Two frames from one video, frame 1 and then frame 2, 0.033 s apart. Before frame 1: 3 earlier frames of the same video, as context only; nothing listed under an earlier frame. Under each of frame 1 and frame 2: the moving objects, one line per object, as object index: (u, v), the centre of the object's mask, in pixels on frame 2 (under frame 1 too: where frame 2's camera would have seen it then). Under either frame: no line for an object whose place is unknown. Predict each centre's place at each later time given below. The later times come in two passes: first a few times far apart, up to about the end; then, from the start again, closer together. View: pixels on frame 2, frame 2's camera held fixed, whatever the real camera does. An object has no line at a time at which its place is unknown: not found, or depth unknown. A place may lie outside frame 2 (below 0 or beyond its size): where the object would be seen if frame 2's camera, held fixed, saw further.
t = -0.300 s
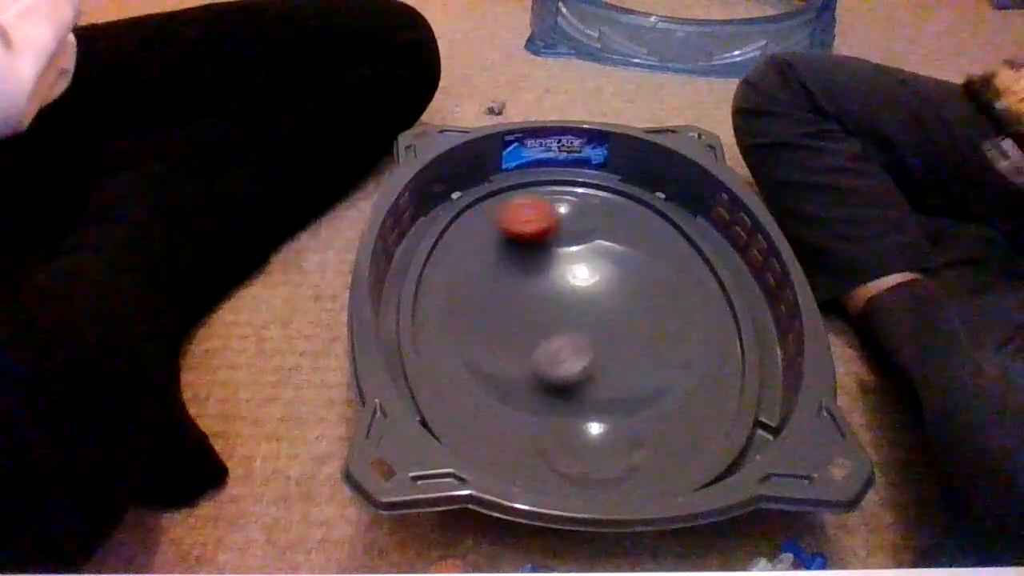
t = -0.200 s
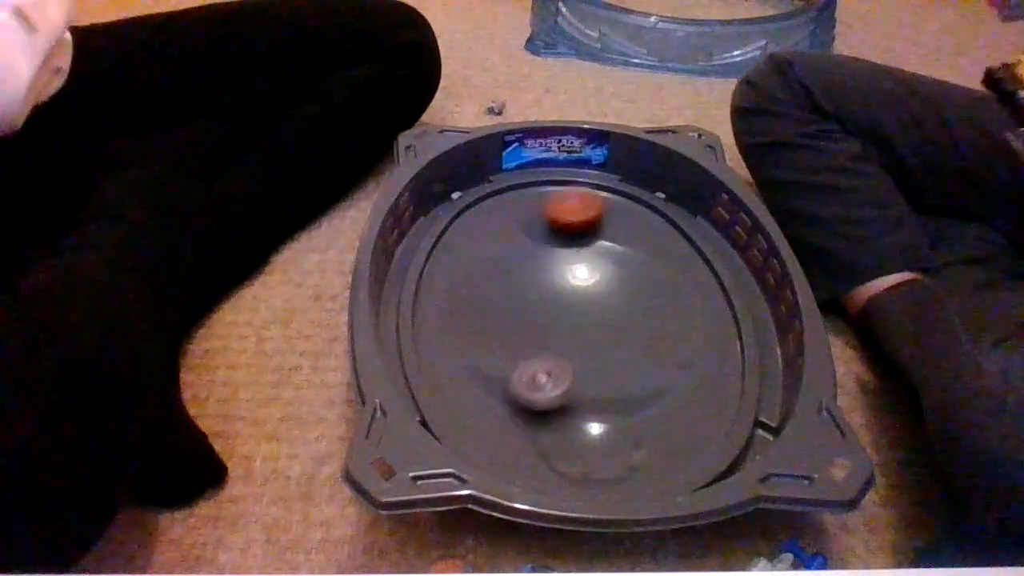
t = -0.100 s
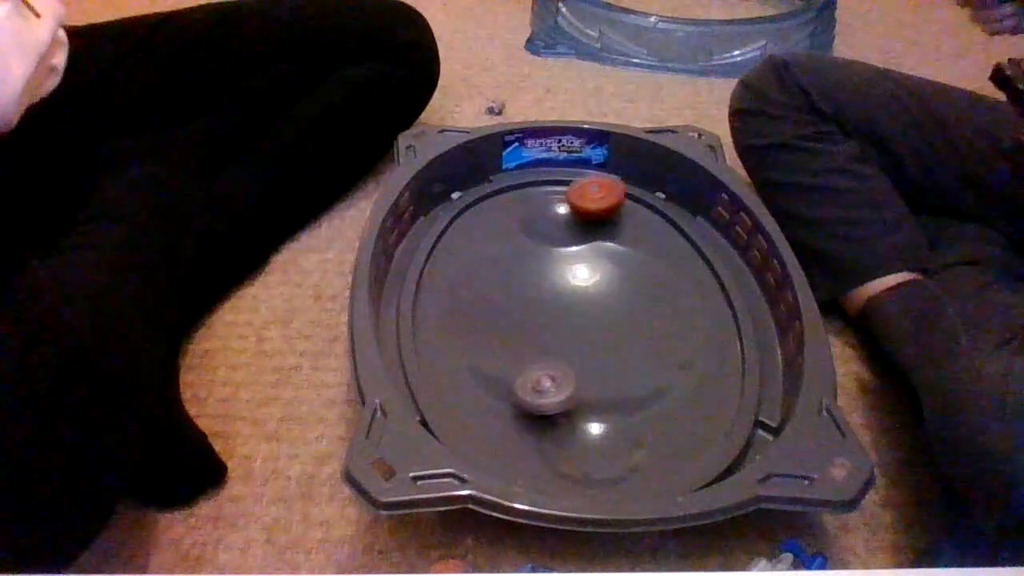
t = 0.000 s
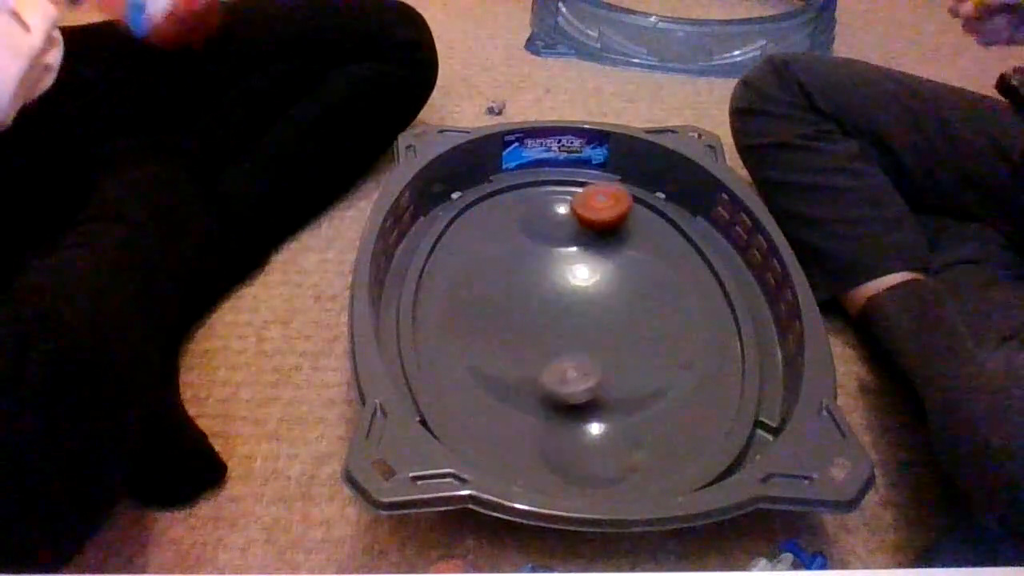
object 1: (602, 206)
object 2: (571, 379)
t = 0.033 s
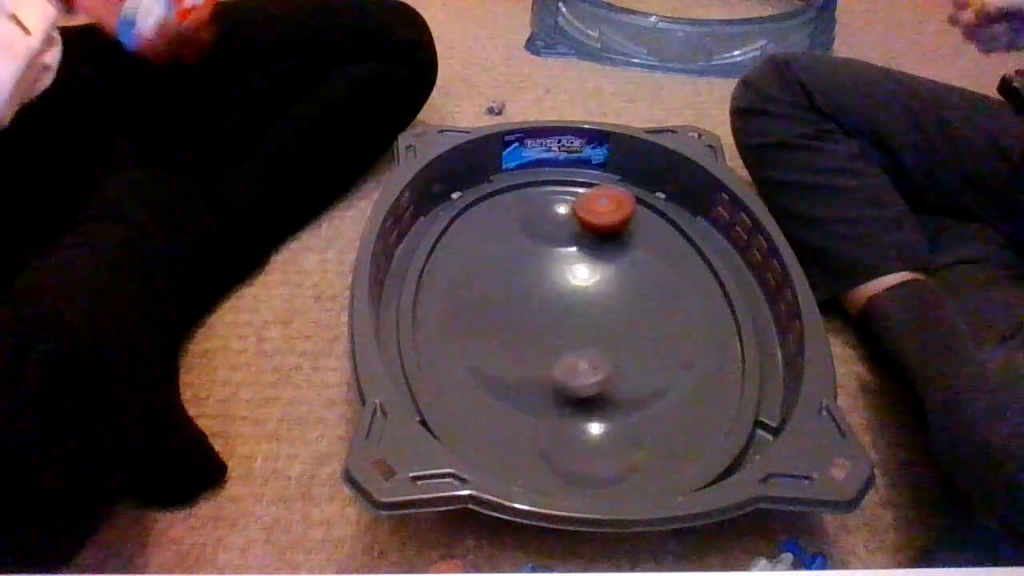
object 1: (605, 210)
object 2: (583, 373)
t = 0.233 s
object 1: (635, 217)
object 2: (607, 314)
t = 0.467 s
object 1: (660, 217)
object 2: (509, 287)
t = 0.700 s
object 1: (623, 225)
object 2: (493, 352)
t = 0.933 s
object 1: (585, 312)
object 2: (657, 363)
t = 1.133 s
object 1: (524, 341)
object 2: (619, 245)
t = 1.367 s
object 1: (501, 284)
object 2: (495, 181)
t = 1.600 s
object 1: (598, 284)
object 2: (465, 217)
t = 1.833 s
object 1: (587, 371)
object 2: (449, 256)
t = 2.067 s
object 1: (478, 348)
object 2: (523, 306)
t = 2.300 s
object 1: (519, 306)
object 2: (615, 271)
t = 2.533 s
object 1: (620, 335)
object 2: (593, 222)
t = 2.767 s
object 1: (594, 379)
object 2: (543, 200)
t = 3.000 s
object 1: (542, 336)
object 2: (605, 256)
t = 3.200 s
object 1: (568, 311)
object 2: (658, 271)
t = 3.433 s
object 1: (617, 329)
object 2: (625, 273)
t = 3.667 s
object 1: (582, 344)
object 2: (595, 296)
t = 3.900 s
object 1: (560, 327)
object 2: (629, 310)
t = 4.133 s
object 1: (567, 312)
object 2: (629, 290)
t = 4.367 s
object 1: (538, 324)
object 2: (584, 282)
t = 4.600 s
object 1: (509, 333)
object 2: (602, 293)
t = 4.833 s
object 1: (524, 312)
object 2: (587, 298)
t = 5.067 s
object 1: (510, 323)
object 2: (647, 255)
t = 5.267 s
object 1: (552, 332)
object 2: (559, 283)
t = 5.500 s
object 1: (571, 377)
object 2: (531, 264)
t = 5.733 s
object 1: (561, 368)
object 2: (579, 309)
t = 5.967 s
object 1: (589, 350)
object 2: (617, 270)
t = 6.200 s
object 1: (613, 322)
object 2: (547, 306)
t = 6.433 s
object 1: (624, 308)
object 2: (614, 365)
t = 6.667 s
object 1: (603, 296)
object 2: (675, 316)
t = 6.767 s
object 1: (545, 273)
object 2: (710, 304)
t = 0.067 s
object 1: (608, 212)
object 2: (593, 366)
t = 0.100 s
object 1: (612, 215)
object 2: (602, 356)
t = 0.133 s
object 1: (618, 216)
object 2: (610, 344)
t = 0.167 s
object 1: (622, 218)
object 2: (613, 335)
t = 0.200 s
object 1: (628, 218)
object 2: (612, 324)
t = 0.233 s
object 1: (635, 217)
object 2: (607, 314)
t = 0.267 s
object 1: (640, 217)
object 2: (596, 306)
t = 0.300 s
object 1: (646, 215)
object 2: (585, 297)
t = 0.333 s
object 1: (651, 214)
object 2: (573, 291)
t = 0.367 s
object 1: (655, 215)
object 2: (556, 286)
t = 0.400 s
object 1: (658, 215)
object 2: (539, 284)
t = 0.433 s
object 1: (660, 215)
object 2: (524, 283)
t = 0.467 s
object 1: (660, 217)
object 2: (509, 287)
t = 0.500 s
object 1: (658, 218)
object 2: (498, 290)
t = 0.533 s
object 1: (655, 219)
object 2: (489, 295)
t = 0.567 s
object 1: (650, 220)
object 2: (482, 304)
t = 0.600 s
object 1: (644, 221)
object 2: (478, 313)
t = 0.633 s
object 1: (637, 223)
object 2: (479, 327)
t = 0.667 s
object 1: (630, 224)
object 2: (482, 338)
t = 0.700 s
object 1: (623, 225)
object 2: (493, 352)
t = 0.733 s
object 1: (617, 228)
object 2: (506, 365)
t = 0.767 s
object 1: (610, 236)
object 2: (521, 376)
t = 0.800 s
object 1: (605, 248)
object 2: (552, 385)
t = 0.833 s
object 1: (599, 263)
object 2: (583, 390)
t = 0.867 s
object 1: (595, 281)
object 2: (608, 388)
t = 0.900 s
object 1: (592, 298)
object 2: (636, 377)
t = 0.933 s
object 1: (585, 312)
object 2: (657, 363)
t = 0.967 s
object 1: (577, 323)
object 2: (667, 346)
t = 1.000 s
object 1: (568, 331)
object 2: (671, 322)
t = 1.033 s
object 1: (557, 338)
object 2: (667, 304)
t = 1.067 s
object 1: (547, 341)
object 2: (656, 279)
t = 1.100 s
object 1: (535, 342)
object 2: (639, 265)
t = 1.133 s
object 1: (524, 341)
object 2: (619, 245)
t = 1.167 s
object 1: (515, 336)
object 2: (593, 231)
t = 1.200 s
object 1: (507, 330)
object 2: (566, 220)
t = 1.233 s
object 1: (501, 322)
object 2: (548, 212)
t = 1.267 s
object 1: (497, 314)
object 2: (531, 203)
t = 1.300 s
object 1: (496, 304)
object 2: (515, 190)
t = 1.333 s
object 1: (496, 294)
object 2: (505, 184)
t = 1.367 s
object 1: (501, 284)
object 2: (495, 181)
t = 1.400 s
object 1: (507, 275)
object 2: (490, 188)
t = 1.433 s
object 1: (519, 268)
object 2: (487, 195)
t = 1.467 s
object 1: (531, 264)
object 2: (483, 201)
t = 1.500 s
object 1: (546, 263)
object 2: (479, 206)
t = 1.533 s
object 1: (564, 267)
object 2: (474, 211)
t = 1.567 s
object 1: (583, 274)
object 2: (470, 214)
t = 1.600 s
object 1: (598, 284)
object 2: (465, 217)
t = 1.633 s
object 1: (612, 296)
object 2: (459, 218)
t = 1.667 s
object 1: (620, 309)
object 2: (453, 221)
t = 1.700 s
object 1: (623, 324)
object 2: (449, 226)
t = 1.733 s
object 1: (623, 339)
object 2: (447, 234)
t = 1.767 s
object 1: (616, 352)
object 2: (447, 243)
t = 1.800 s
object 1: (603, 362)
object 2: (448, 251)
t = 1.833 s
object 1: (587, 371)
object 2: (449, 256)
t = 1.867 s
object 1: (569, 373)
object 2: (453, 262)
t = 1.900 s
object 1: (549, 372)
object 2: (458, 268)
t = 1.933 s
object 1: (528, 368)
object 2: (465, 280)
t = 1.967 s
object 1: (511, 360)
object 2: (478, 297)
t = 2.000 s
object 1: (496, 351)
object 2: (490, 304)
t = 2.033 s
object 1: (485, 351)
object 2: (507, 306)
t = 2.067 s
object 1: (478, 348)
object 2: (523, 306)
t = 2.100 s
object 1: (474, 344)
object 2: (543, 305)
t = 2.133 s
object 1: (474, 339)
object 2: (563, 302)
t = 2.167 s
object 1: (476, 332)
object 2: (580, 296)
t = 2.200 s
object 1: (481, 324)
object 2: (593, 289)
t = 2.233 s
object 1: (489, 316)
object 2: (603, 283)
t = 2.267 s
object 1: (502, 310)
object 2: (612, 277)
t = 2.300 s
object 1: (519, 306)
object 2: (615, 271)
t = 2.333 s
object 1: (537, 302)
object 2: (615, 267)
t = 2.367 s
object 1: (557, 301)
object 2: (614, 264)
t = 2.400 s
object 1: (576, 301)
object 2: (609, 261)
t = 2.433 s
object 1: (592, 307)
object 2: (608, 249)
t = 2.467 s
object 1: (602, 316)
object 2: (605, 236)
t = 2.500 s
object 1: (613, 325)
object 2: (599, 225)
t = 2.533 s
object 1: (620, 335)
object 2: (593, 222)
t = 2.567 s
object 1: (626, 344)
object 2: (581, 217)
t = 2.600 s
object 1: (628, 353)
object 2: (574, 213)
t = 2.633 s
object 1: (628, 362)
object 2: (564, 205)
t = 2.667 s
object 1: (625, 369)
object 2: (558, 199)
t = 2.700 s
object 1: (617, 374)
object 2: (552, 195)
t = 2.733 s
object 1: (606, 378)
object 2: (548, 196)
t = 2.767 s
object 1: (594, 379)
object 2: (543, 200)
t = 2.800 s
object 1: (581, 378)
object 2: (545, 210)
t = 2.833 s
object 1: (568, 375)
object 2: (551, 218)
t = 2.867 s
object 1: (555, 370)
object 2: (562, 223)
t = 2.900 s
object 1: (546, 363)
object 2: (577, 230)
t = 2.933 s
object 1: (540, 355)
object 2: (590, 236)
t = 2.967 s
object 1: (539, 345)
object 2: (600, 244)
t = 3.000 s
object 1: (542, 336)
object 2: (605, 256)
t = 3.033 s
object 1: (546, 327)
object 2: (606, 267)
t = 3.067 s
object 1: (555, 318)
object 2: (608, 280)
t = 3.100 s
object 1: (557, 313)
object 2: (622, 282)
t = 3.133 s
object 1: (559, 312)
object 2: (638, 278)
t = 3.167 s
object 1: (562, 312)
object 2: (650, 275)
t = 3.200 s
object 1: (568, 311)
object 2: (658, 271)
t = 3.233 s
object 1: (575, 311)
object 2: (662, 269)
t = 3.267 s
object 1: (583, 312)
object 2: (662, 267)
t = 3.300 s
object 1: (593, 313)
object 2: (659, 267)
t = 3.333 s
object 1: (602, 315)
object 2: (654, 268)
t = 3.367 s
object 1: (609, 318)
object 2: (644, 271)
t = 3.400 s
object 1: (615, 323)
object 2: (636, 273)
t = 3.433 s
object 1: (617, 329)
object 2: (625, 273)
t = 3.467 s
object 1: (616, 337)
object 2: (619, 271)
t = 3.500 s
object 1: (612, 344)
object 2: (614, 270)
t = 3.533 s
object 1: (606, 346)
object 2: (608, 271)
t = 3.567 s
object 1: (599, 348)
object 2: (603, 275)
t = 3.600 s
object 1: (593, 347)
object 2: (598, 283)
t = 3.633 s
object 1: (587, 345)
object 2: (596, 292)
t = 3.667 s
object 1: (582, 344)
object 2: (595, 296)
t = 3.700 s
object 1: (577, 344)
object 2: (595, 297)
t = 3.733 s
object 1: (572, 344)
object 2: (596, 299)
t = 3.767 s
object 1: (567, 342)
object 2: (600, 301)
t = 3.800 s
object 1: (563, 339)
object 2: (606, 303)
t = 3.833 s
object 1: (562, 335)
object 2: (611, 305)
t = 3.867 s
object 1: (561, 331)
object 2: (620, 309)
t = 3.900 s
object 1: (560, 327)
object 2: (629, 310)
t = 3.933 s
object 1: (561, 323)
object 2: (633, 306)
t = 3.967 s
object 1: (564, 320)
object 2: (635, 305)
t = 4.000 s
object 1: (567, 317)
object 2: (636, 304)
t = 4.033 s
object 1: (570, 315)
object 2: (635, 300)
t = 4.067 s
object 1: (570, 314)
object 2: (636, 297)
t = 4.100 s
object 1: (569, 313)
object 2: (633, 294)
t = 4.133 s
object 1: (567, 312)
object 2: (629, 290)
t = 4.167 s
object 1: (564, 313)
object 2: (624, 287)
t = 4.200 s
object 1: (562, 314)
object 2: (616, 286)
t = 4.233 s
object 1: (558, 316)
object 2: (610, 282)
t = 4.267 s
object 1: (553, 317)
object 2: (602, 281)
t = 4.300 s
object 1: (549, 318)
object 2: (594, 282)
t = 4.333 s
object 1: (544, 320)
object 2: (588, 282)
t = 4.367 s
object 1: (538, 324)
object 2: (584, 282)
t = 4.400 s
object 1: (533, 326)
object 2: (578, 286)
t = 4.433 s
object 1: (530, 327)
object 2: (576, 291)
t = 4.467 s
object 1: (528, 327)
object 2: (574, 298)
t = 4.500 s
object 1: (521, 331)
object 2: (579, 297)
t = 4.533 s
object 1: (514, 334)
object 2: (589, 294)
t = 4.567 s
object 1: (511, 334)
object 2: (597, 295)
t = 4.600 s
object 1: (509, 333)
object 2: (602, 293)
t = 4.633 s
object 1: (508, 330)
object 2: (604, 292)
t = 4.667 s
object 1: (508, 326)
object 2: (605, 291)
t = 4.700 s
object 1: (509, 323)
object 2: (604, 290)
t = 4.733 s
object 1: (511, 319)
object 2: (601, 289)
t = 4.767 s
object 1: (515, 316)
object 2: (597, 290)
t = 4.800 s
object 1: (520, 313)
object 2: (591, 293)
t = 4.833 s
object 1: (524, 312)
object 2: (587, 298)
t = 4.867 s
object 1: (519, 314)
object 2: (608, 292)
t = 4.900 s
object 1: (512, 318)
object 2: (628, 281)
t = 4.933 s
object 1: (508, 321)
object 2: (642, 275)
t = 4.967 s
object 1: (506, 322)
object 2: (651, 267)
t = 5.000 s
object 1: (506, 323)
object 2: (654, 262)
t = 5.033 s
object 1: (507, 323)
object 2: (652, 257)
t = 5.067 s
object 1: (510, 323)
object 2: (647, 255)
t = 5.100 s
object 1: (514, 323)
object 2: (638, 254)
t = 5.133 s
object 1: (521, 324)
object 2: (624, 254)
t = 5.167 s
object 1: (527, 325)
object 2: (608, 256)
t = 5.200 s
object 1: (535, 328)
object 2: (592, 262)
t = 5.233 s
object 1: (543, 330)
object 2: (575, 270)
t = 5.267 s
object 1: (552, 332)
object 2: (559, 283)
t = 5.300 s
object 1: (558, 343)
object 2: (552, 279)
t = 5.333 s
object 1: (564, 357)
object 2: (547, 266)
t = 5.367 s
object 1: (569, 366)
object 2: (543, 255)
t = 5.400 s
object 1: (573, 373)
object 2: (540, 251)
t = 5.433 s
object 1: (574, 376)
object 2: (537, 250)
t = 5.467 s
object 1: (573, 377)
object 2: (534, 255)
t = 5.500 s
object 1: (571, 377)
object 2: (531, 264)
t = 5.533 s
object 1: (568, 375)
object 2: (530, 274)
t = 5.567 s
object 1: (564, 372)
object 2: (529, 290)
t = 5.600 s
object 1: (559, 367)
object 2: (534, 306)
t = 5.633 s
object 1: (557, 363)
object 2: (546, 315)
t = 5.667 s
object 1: (558, 364)
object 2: (555, 316)
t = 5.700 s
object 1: (559, 368)
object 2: (566, 312)
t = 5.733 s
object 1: (561, 368)
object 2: (579, 309)
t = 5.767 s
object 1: (564, 368)
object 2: (593, 306)
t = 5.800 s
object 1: (568, 366)
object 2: (604, 302)
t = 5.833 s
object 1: (571, 364)
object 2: (613, 295)
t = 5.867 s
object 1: (576, 361)
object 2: (619, 290)
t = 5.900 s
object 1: (581, 359)
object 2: (622, 284)
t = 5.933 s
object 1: (585, 354)
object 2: (621, 275)
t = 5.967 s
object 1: (589, 350)
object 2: (617, 270)
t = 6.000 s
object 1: (594, 345)
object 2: (609, 266)
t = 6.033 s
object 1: (598, 342)
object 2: (598, 265)
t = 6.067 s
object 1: (601, 337)
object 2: (584, 267)
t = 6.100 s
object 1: (604, 333)
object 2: (572, 273)
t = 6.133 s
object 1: (608, 329)
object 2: (558, 280)
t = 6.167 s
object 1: (611, 326)
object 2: (551, 294)
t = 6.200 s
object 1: (613, 322)
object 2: (547, 306)
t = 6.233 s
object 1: (616, 319)
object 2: (546, 319)
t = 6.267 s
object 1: (619, 319)
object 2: (549, 330)
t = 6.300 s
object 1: (621, 317)
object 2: (557, 342)
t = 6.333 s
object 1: (622, 315)
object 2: (568, 352)
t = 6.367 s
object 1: (623, 313)
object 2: (582, 359)
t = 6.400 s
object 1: (624, 311)
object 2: (597, 363)
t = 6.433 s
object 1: (624, 308)
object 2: (614, 365)
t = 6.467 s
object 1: (624, 307)
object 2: (630, 364)
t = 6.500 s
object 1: (623, 304)
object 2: (645, 360)
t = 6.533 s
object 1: (622, 303)
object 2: (657, 354)
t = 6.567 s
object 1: (619, 303)
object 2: (667, 344)
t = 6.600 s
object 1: (617, 301)
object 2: (670, 334)
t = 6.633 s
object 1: (613, 299)
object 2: (668, 321)
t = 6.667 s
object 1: (603, 296)
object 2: (675, 316)
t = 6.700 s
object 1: (561, 280)
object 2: (705, 307)
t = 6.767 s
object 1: (545, 273)
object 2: (710, 304)
